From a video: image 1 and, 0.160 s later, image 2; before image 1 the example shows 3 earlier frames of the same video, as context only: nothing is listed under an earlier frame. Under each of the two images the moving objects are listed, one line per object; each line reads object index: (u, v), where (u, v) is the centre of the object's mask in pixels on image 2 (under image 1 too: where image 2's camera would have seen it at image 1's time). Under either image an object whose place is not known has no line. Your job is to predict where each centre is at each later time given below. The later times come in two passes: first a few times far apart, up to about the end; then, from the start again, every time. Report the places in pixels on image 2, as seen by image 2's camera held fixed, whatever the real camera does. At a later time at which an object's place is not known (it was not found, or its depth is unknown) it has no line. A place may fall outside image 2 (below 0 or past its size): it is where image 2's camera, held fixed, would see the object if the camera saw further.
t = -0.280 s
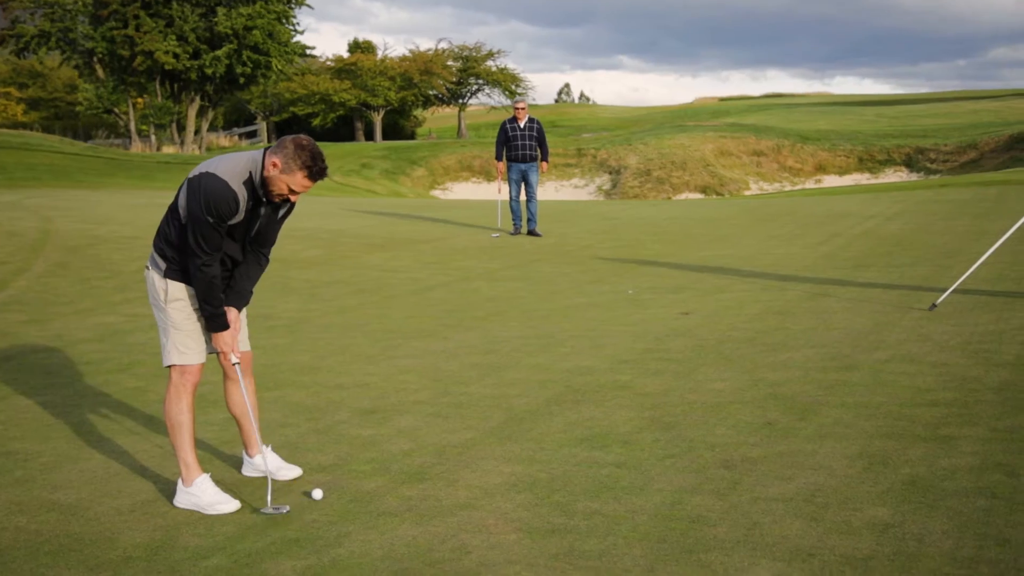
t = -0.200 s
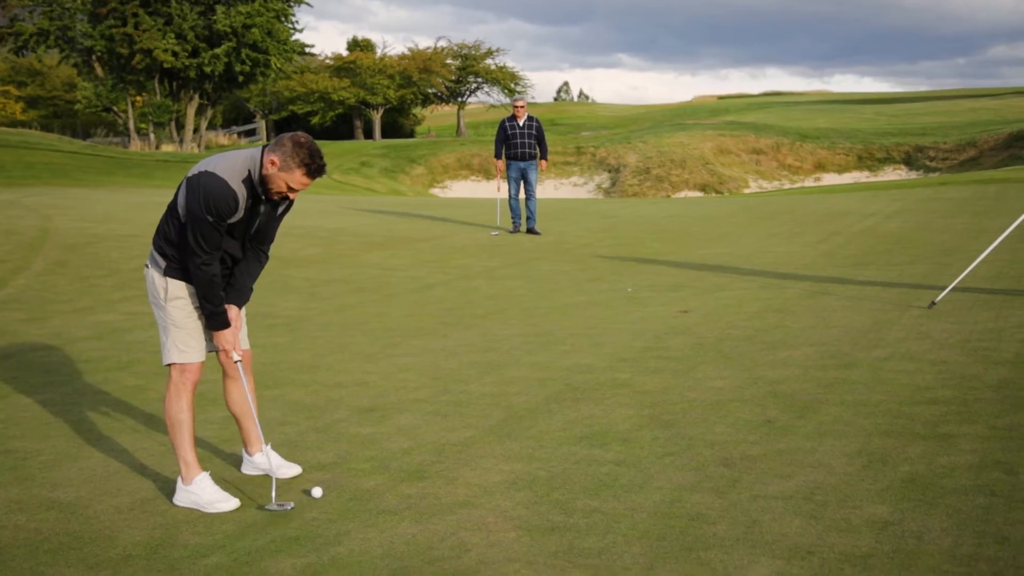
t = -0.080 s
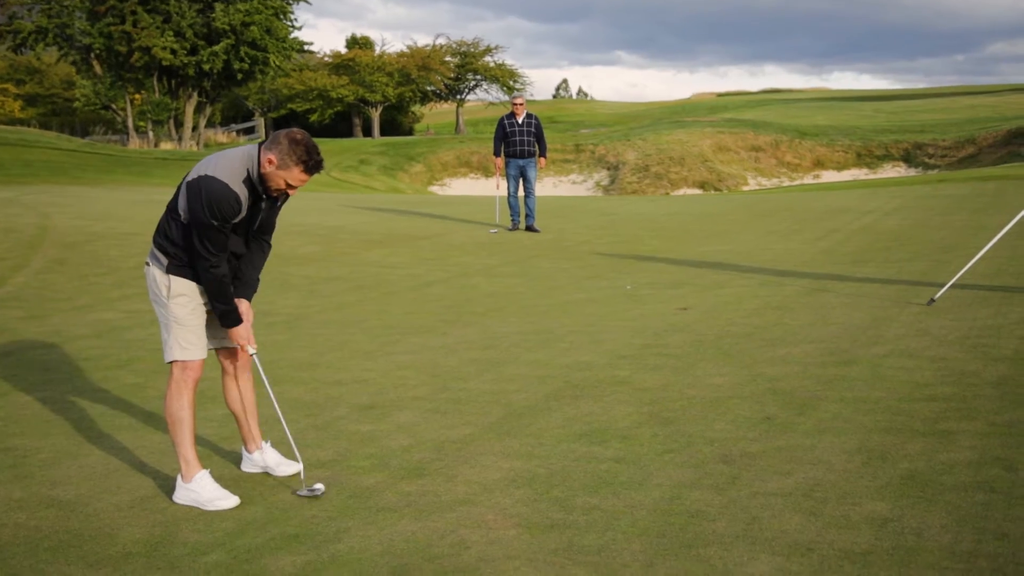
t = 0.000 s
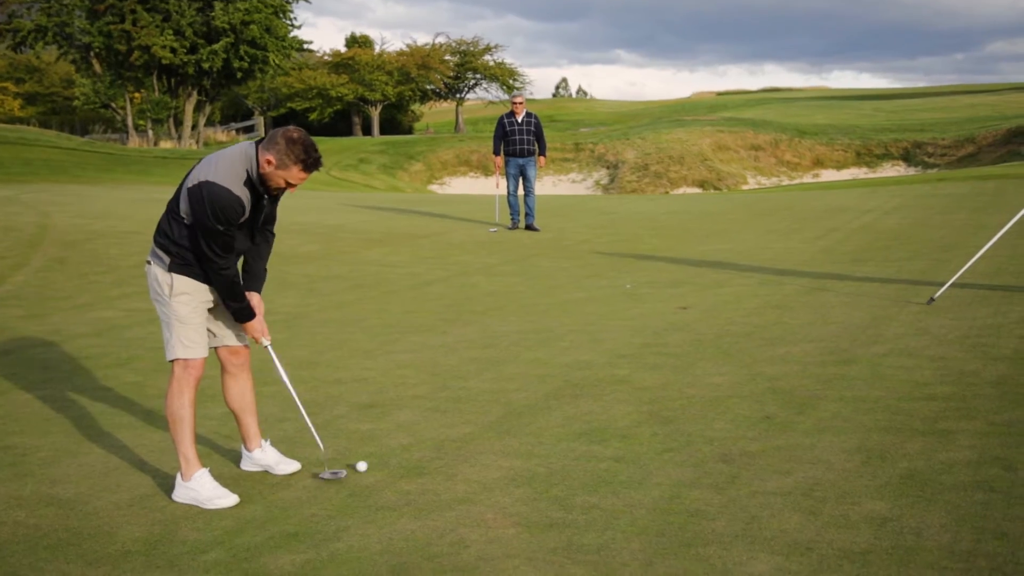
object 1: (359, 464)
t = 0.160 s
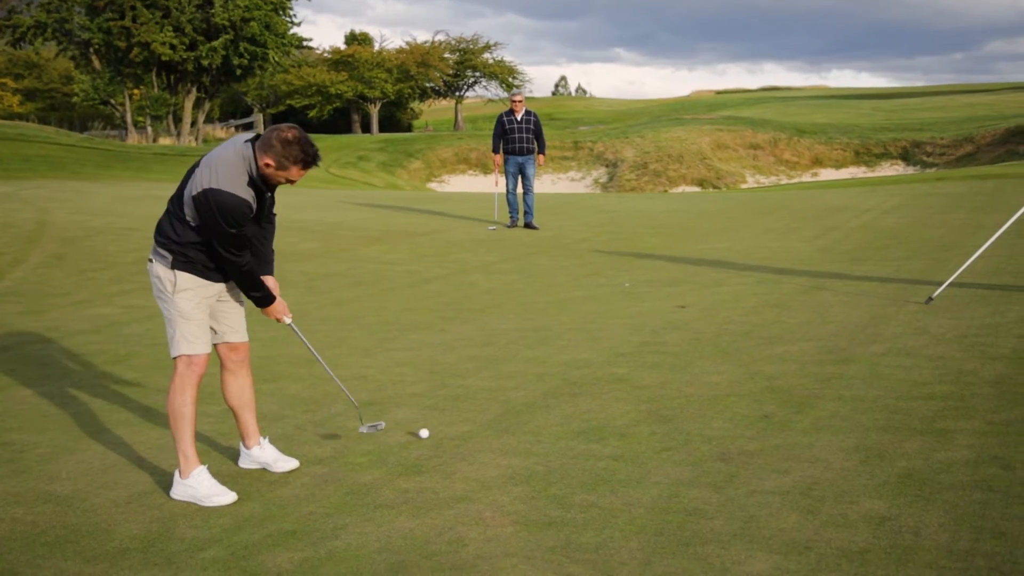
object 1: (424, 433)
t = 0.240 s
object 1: (446, 423)
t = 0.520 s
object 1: (512, 392)
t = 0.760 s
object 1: (554, 371)
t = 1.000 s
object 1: (589, 355)
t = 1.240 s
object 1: (617, 342)
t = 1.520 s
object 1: (643, 331)
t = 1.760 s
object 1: (662, 323)
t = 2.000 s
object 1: (677, 316)
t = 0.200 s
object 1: (435, 428)
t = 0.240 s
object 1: (446, 423)
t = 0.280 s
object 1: (457, 418)
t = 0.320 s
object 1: (467, 413)
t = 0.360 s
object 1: (477, 408)
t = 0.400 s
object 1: (486, 404)
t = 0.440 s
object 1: (495, 400)
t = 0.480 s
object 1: (503, 396)
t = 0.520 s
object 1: (512, 392)
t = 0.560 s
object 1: (520, 388)
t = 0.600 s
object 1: (527, 384)
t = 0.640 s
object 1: (534, 381)
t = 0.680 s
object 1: (541, 377)
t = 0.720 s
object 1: (548, 374)
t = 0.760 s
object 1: (554, 371)
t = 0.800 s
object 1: (561, 368)
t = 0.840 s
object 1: (567, 365)
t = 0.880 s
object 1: (573, 362)
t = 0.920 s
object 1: (578, 360)
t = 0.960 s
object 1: (584, 358)
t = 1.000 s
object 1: (589, 355)
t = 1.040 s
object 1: (594, 353)
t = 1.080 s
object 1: (599, 350)
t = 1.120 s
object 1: (603, 349)
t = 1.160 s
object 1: (608, 346)
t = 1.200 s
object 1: (612, 344)
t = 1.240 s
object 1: (617, 342)
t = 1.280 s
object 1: (621, 341)
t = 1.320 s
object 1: (625, 339)
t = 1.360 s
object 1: (629, 337)
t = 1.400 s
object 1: (633, 335)
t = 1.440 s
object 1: (636, 334)
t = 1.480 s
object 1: (640, 332)
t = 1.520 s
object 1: (643, 331)
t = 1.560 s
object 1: (647, 329)
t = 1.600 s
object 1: (650, 328)
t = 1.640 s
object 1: (653, 327)
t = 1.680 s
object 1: (656, 325)
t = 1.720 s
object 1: (659, 324)
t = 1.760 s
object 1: (662, 323)
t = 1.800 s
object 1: (665, 322)
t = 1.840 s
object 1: (667, 321)
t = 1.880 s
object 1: (670, 319)
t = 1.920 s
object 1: (672, 318)
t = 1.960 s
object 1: (674, 317)
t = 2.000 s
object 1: (677, 316)
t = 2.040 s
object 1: (679, 315)
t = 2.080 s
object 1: (681, 314)
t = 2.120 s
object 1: (683, 314)
